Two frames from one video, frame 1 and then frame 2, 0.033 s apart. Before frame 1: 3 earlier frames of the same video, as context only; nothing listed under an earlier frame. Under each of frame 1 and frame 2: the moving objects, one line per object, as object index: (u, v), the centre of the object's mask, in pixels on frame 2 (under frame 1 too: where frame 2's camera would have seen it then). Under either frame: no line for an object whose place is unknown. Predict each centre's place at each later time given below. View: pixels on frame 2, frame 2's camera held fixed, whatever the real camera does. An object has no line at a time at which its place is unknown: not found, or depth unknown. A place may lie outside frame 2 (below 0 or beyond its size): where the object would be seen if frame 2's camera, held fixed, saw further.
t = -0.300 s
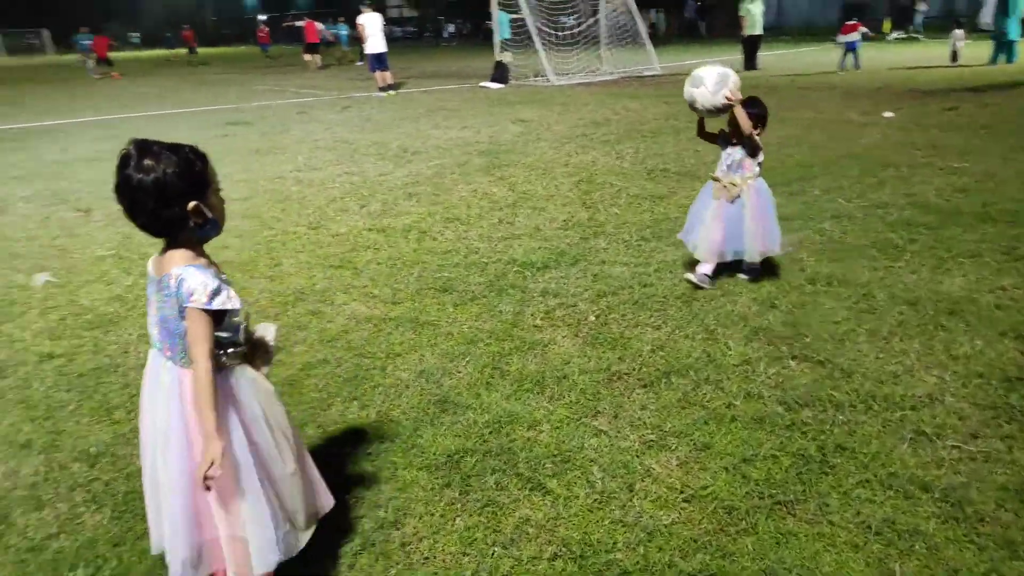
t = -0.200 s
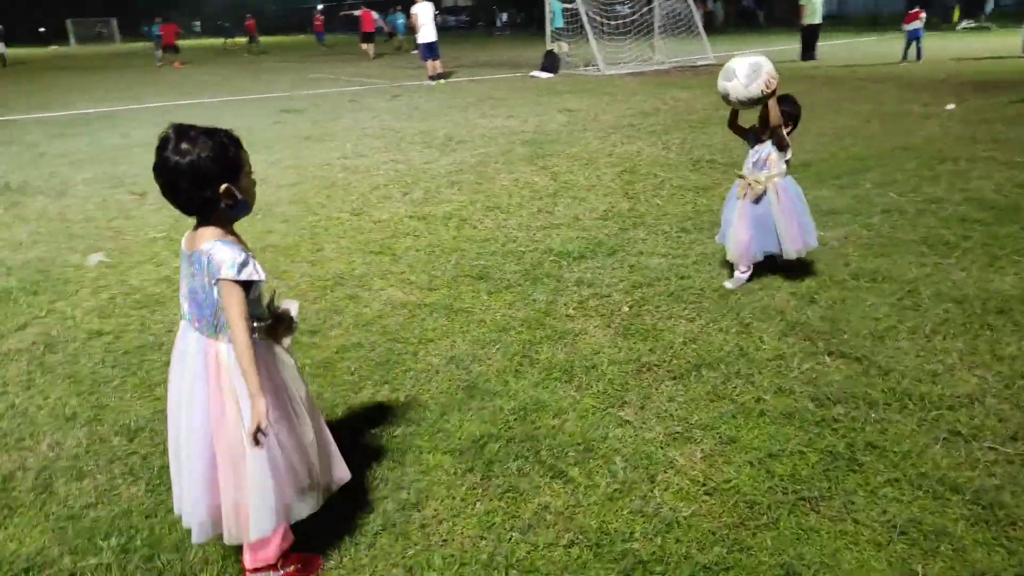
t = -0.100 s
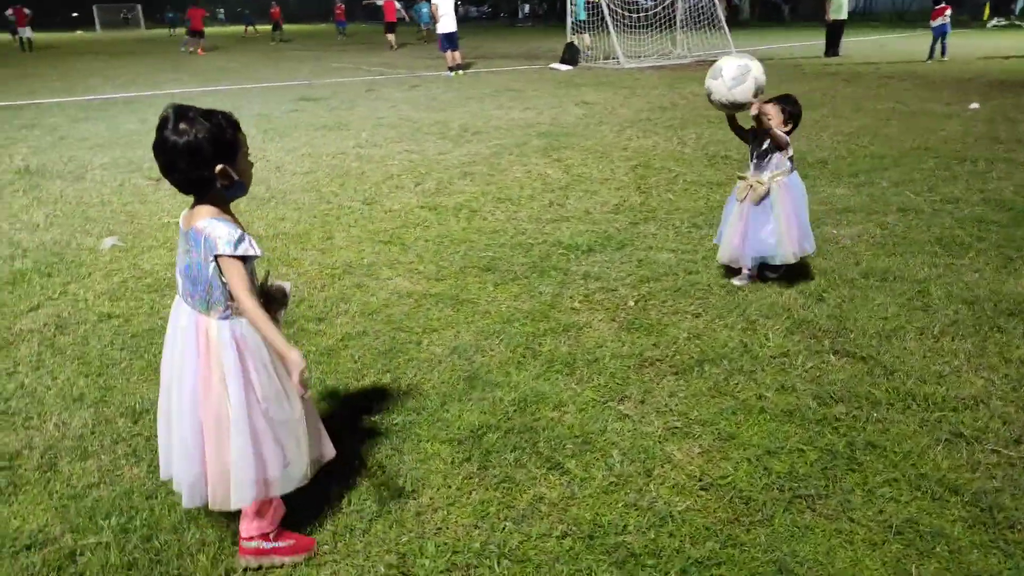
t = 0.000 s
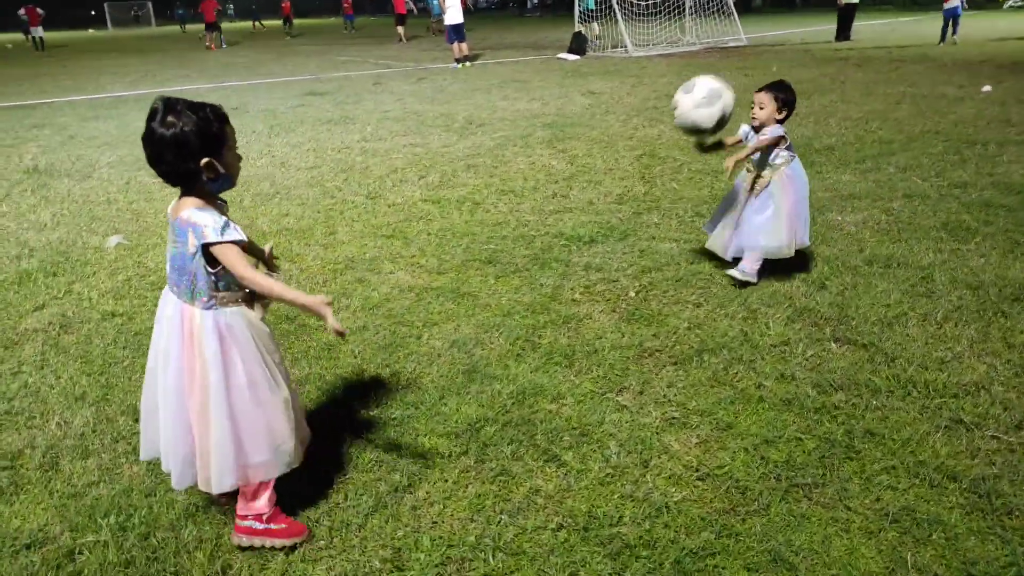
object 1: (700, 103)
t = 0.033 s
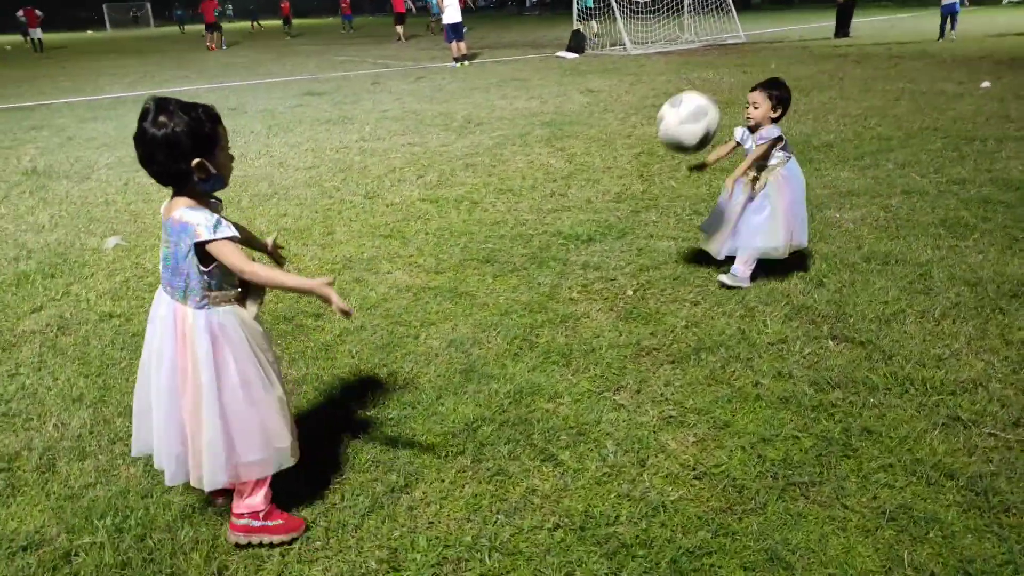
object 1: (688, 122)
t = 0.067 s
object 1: (676, 144)
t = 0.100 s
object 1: (663, 170)
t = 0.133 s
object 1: (650, 199)
